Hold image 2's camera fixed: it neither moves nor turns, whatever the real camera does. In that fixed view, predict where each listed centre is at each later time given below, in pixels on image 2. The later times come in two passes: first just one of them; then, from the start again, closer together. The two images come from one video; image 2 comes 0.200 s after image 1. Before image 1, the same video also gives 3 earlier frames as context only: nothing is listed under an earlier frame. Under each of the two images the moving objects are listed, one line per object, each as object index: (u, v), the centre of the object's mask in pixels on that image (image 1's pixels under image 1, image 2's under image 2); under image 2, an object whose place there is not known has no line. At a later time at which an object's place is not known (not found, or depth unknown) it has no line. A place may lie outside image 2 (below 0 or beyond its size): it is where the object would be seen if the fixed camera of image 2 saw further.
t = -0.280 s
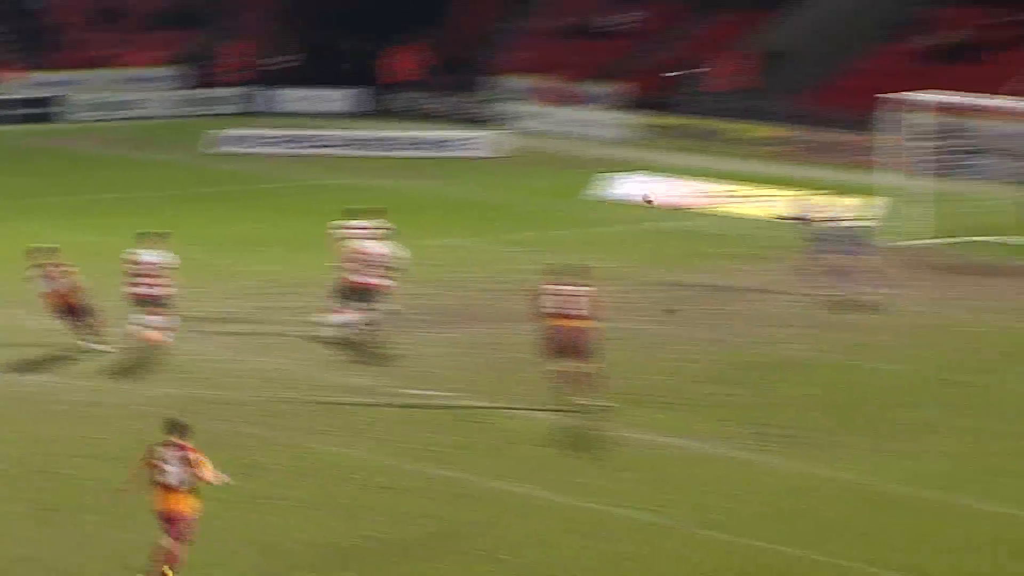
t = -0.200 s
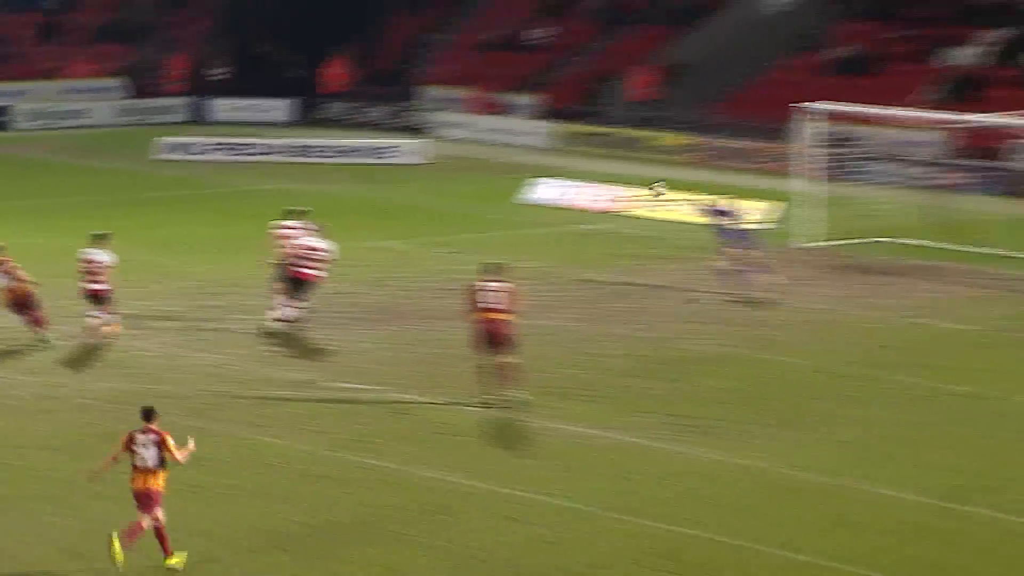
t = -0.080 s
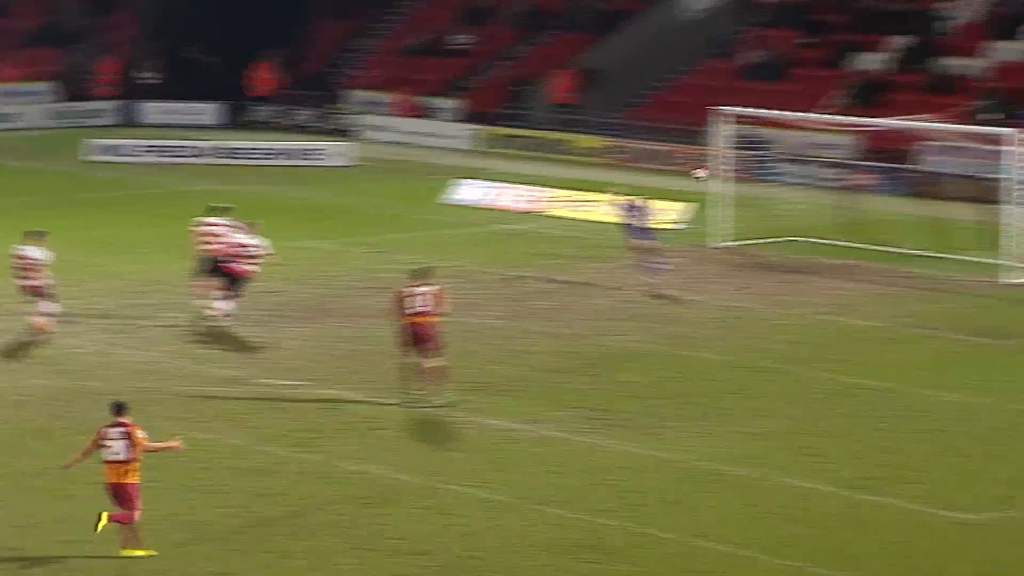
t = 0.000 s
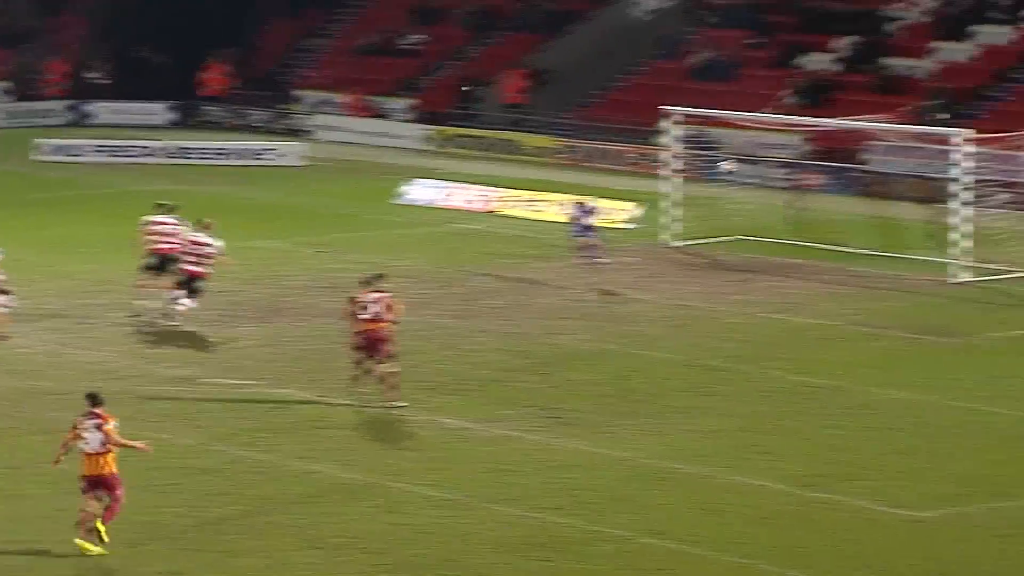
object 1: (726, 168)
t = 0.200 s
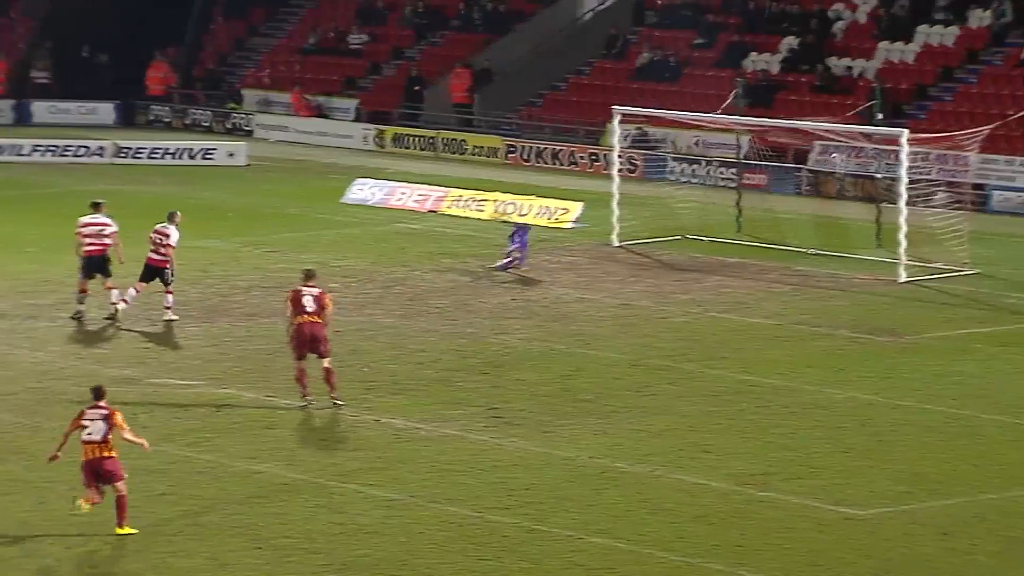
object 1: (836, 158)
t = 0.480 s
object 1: (784, 227)
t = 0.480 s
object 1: (784, 227)
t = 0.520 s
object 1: (775, 239)
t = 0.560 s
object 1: (768, 239)
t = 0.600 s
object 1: (762, 231)
